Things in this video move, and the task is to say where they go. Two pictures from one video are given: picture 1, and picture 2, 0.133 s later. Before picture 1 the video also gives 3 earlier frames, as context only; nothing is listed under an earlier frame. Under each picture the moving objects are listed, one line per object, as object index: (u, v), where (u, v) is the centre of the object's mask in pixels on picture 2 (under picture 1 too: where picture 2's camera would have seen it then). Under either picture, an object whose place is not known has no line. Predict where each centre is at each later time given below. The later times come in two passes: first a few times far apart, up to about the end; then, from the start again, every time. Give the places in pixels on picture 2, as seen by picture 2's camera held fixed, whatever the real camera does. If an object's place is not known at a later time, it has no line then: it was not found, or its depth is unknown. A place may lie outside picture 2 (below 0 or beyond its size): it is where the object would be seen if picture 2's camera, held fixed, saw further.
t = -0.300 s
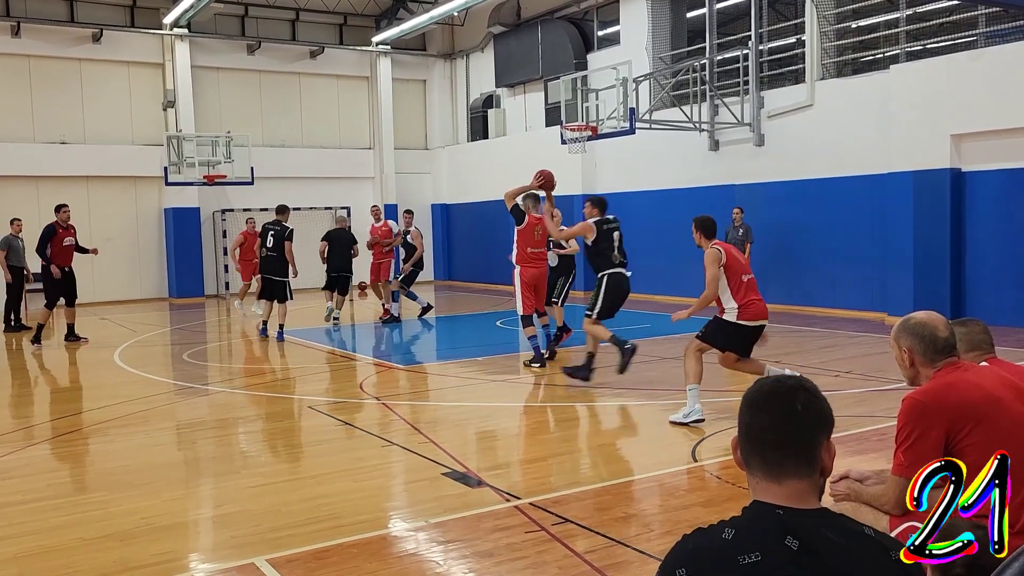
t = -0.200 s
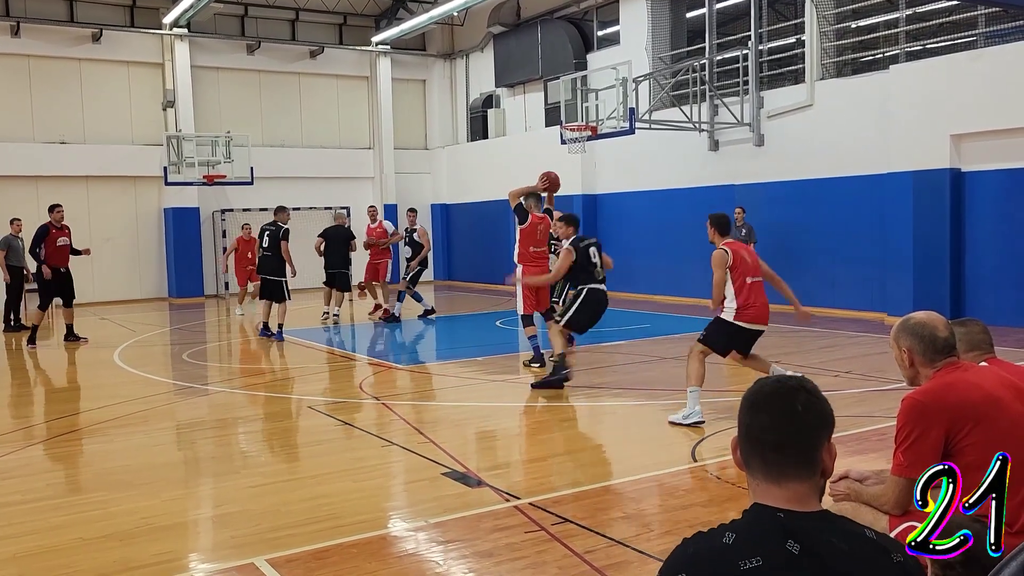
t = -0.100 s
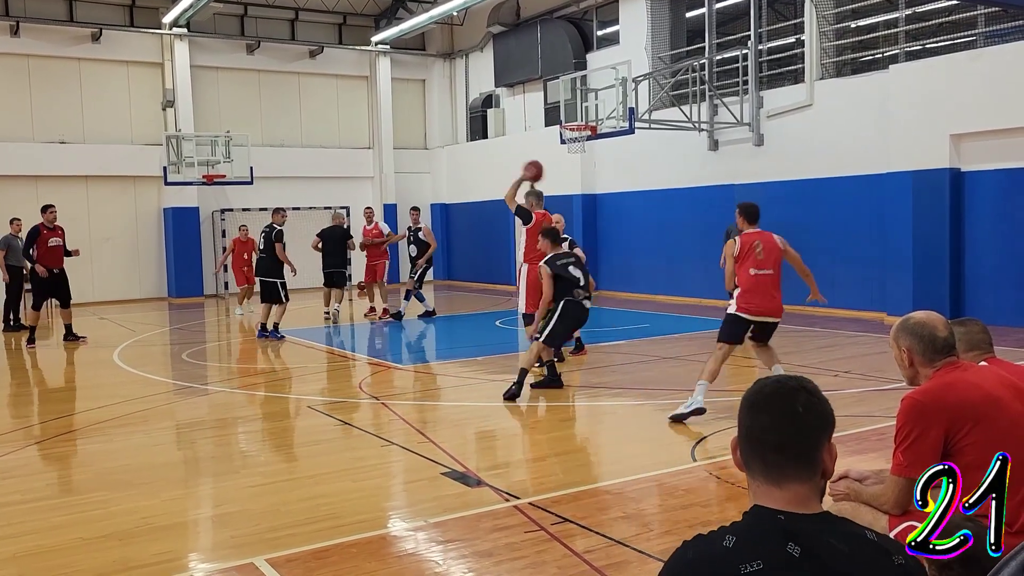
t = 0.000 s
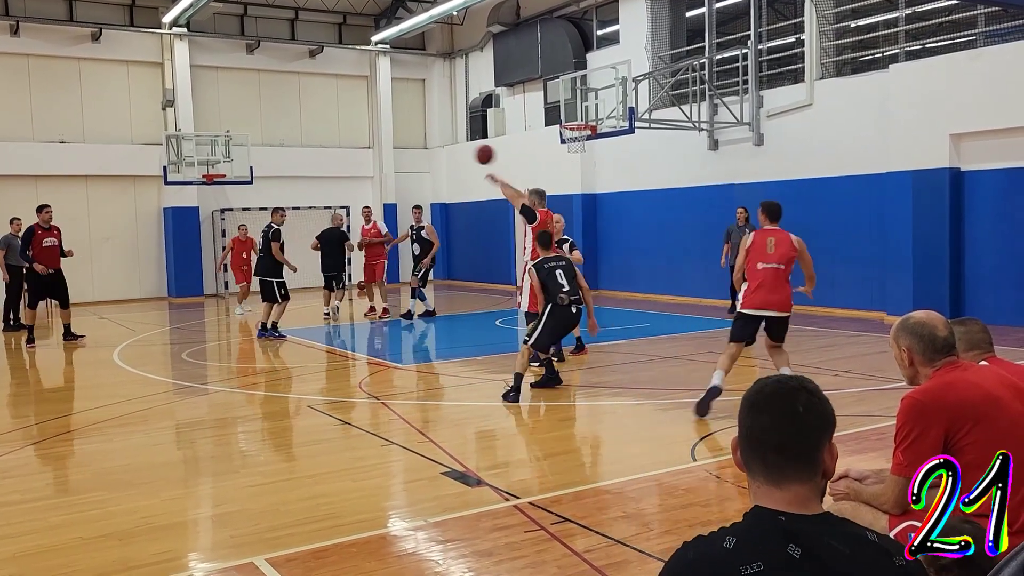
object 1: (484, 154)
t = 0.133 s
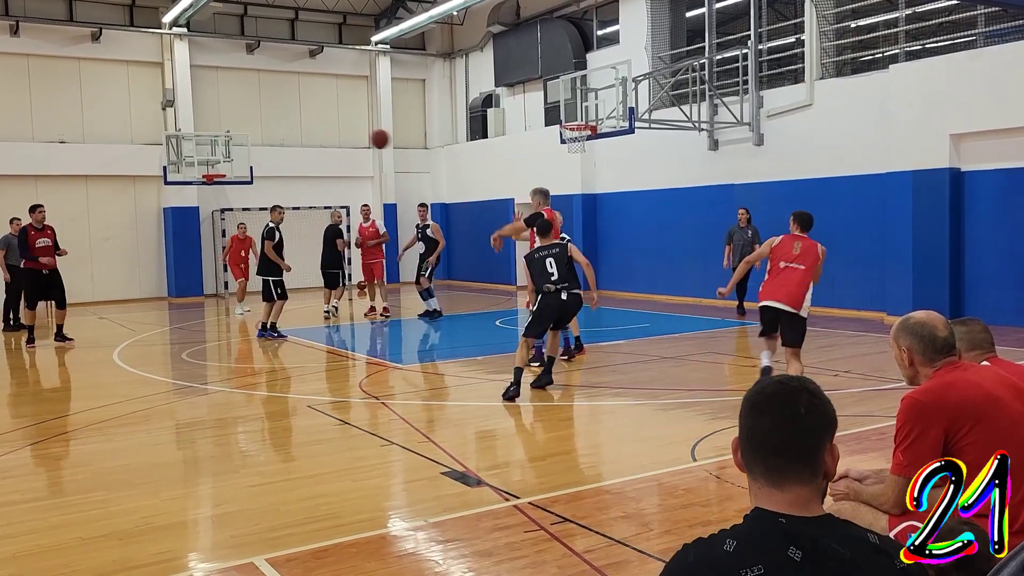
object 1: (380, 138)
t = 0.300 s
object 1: (264, 140)
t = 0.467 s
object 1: (163, 162)
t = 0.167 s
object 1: (355, 137)
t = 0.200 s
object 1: (331, 137)
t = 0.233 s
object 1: (308, 137)
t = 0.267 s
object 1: (286, 138)
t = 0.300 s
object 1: (264, 140)
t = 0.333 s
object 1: (242, 143)
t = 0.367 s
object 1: (222, 146)
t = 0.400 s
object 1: (201, 151)
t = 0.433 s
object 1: (182, 156)
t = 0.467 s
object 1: (163, 162)
